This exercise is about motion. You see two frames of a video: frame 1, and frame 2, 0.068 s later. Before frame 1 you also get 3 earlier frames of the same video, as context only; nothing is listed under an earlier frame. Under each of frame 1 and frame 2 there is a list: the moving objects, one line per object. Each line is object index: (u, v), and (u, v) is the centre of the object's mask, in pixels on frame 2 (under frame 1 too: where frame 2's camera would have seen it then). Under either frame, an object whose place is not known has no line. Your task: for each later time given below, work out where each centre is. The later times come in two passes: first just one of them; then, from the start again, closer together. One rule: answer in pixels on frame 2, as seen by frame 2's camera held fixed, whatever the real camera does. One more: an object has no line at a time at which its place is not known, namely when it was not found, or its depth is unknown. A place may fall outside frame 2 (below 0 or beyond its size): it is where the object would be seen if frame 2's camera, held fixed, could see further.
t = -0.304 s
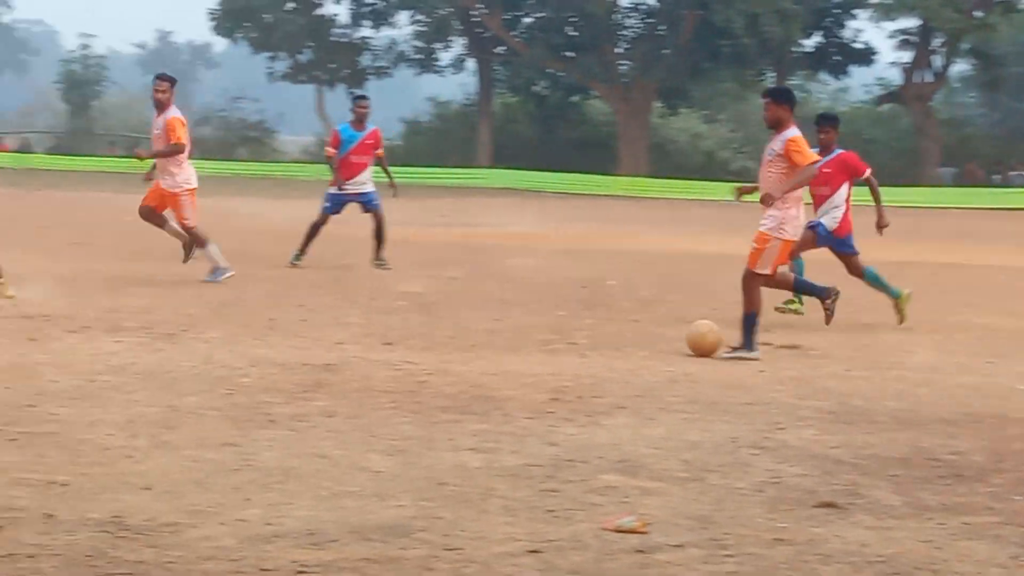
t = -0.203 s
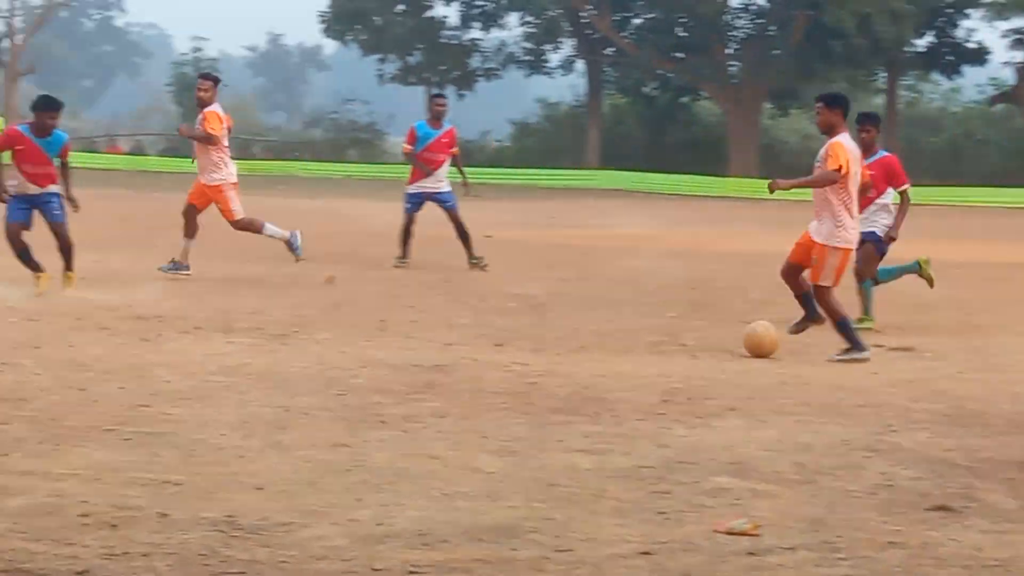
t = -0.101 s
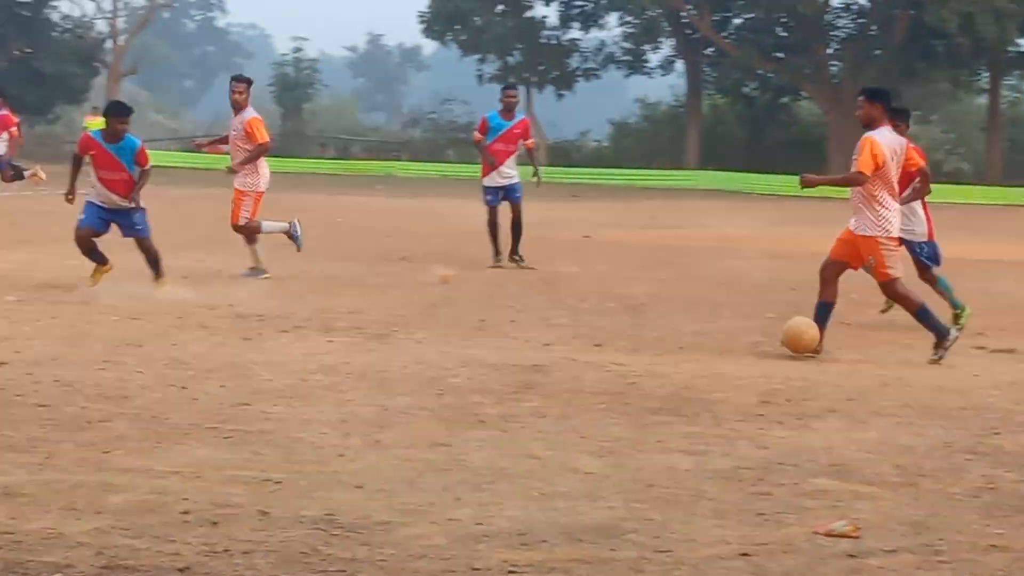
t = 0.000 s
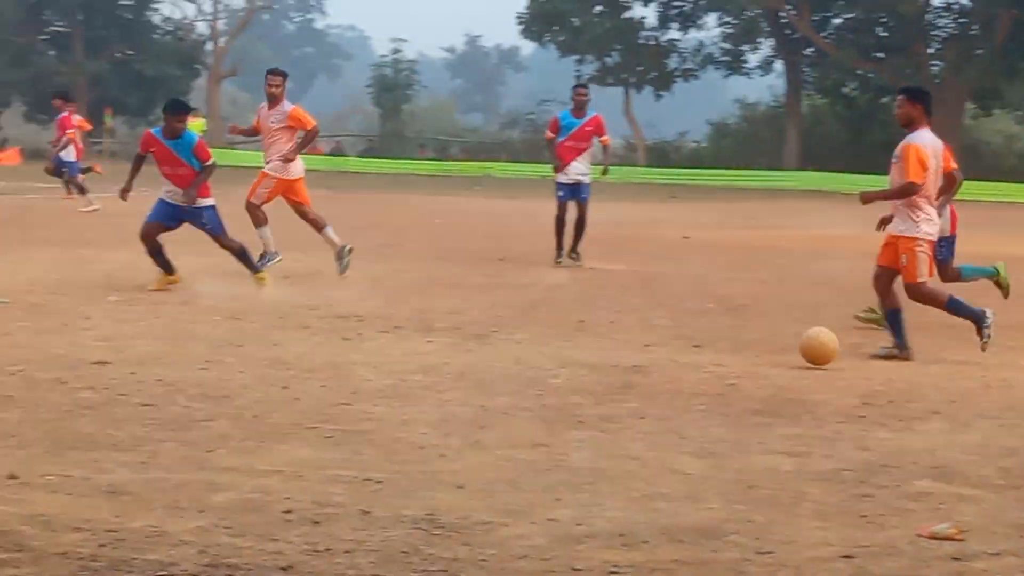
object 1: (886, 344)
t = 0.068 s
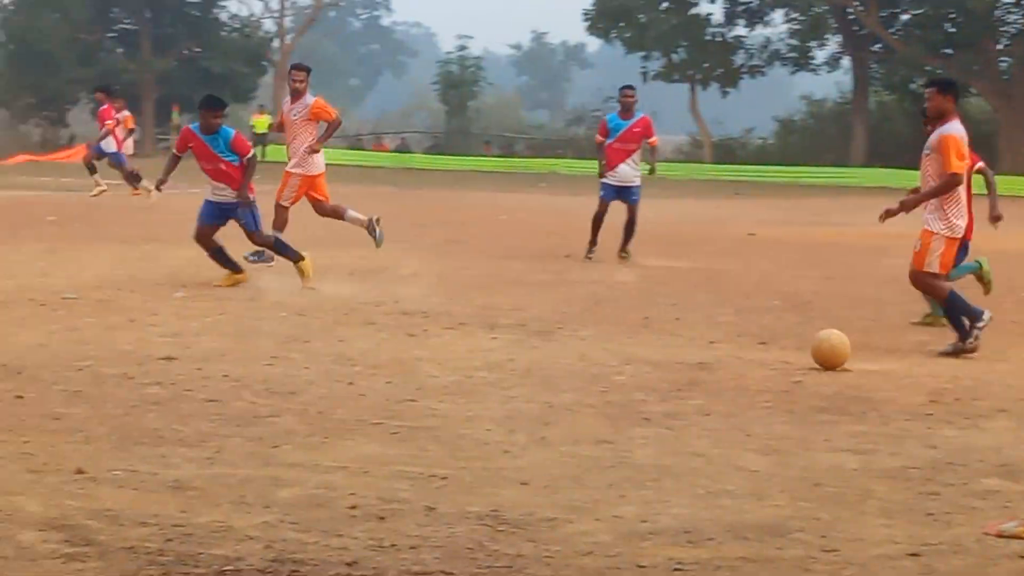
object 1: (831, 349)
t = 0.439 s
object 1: (537, 369)
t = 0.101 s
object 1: (803, 351)
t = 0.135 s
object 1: (777, 355)
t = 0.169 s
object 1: (754, 353)
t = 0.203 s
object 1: (728, 351)
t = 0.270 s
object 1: (676, 354)
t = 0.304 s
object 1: (646, 359)
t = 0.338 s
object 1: (617, 363)
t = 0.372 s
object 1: (591, 362)
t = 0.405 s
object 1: (564, 364)
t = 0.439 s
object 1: (537, 369)
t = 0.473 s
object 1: (511, 369)
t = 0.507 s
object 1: (486, 369)
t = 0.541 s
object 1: (460, 371)
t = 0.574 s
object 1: (433, 375)
